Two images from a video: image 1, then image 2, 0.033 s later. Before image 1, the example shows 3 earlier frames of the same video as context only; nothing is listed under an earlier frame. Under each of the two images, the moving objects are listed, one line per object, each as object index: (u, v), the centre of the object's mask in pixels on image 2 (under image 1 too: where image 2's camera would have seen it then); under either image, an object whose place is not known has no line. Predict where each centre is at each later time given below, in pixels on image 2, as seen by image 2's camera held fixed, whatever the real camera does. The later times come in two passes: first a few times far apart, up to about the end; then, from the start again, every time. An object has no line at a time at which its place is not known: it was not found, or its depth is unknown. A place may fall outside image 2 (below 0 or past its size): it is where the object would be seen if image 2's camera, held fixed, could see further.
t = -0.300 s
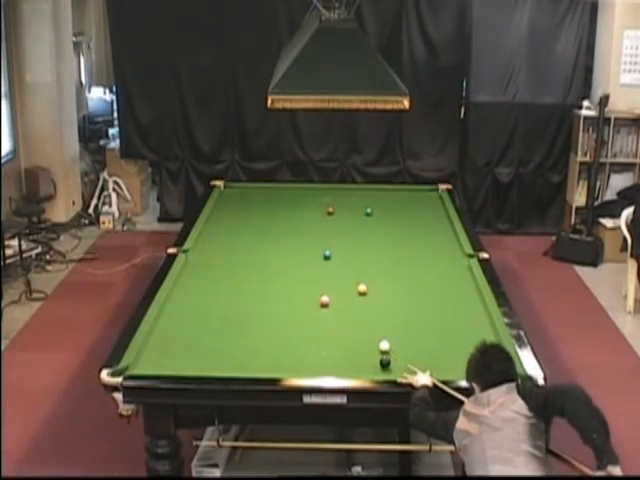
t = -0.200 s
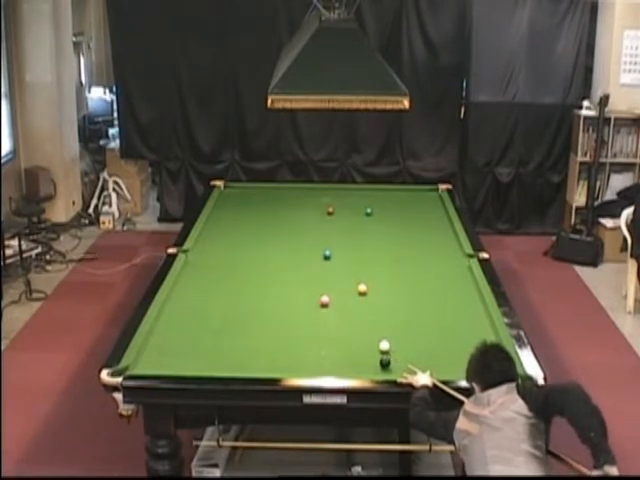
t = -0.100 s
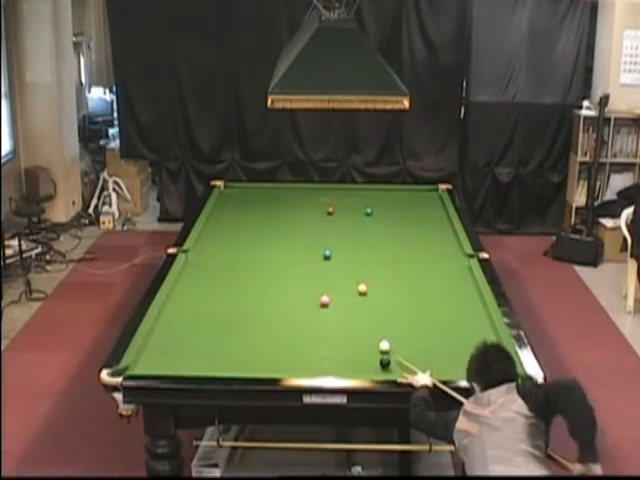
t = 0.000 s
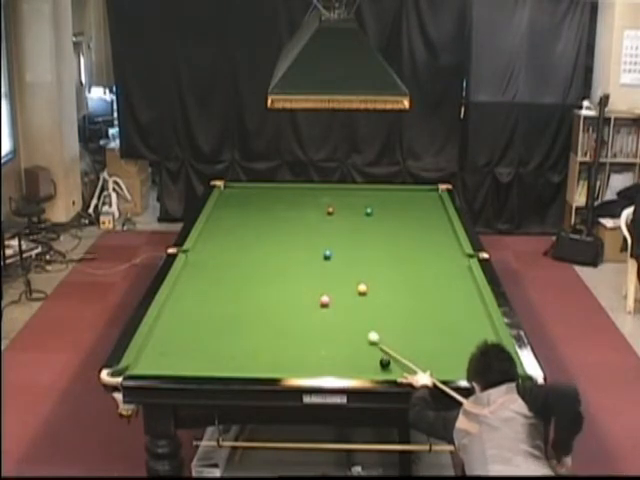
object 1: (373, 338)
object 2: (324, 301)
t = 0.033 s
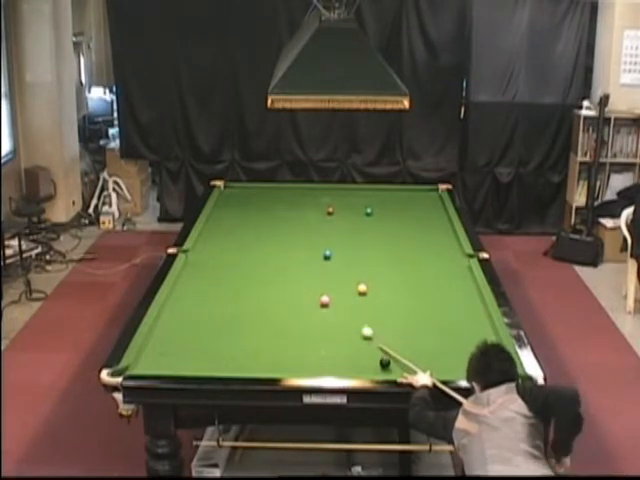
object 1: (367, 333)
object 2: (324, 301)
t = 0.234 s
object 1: (337, 307)
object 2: (324, 301)
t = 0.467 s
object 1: (341, 299)
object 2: (298, 292)
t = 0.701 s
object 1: (351, 295)
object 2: (273, 283)
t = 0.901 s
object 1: (359, 293)
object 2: (252, 276)
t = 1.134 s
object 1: (366, 292)
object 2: (230, 268)
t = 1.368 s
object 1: (373, 291)
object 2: (209, 260)
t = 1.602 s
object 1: (378, 291)
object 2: (191, 253)
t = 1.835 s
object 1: (382, 291)
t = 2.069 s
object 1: (385, 291)
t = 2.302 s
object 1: (387, 291)
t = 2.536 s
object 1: (389, 291)
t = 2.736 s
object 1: (390, 290)
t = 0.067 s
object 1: (361, 328)
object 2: (324, 301)
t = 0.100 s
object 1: (356, 323)
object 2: (324, 301)
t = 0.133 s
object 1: (350, 318)
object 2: (324, 301)
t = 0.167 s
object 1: (346, 314)
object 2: (324, 301)
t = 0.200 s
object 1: (341, 310)
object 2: (324, 301)
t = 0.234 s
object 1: (337, 307)
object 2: (324, 301)
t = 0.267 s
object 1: (333, 304)
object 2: (324, 301)
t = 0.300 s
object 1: (333, 302)
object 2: (321, 300)
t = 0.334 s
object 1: (335, 301)
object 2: (316, 298)
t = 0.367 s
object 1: (336, 300)
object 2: (311, 296)
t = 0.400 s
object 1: (338, 300)
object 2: (307, 295)
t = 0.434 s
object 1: (339, 299)
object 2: (302, 294)
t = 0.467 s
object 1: (341, 299)
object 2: (298, 292)
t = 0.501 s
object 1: (342, 298)
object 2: (294, 291)
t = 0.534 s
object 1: (344, 298)
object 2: (291, 289)
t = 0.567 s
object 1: (345, 297)
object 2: (287, 288)
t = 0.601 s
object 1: (347, 296)
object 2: (284, 287)
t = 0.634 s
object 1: (348, 296)
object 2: (280, 286)
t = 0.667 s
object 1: (349, 296)
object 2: (276, 284)
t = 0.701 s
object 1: (351, 295)
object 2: (273, 283)
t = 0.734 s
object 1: (352, 295)
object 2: (269, 281)
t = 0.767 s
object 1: (354, 294)
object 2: (265, 281)
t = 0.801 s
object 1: (355, 293)
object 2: (262, 279)
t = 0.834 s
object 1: (356, 293)
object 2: (259, 278)
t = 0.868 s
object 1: (357, 293)
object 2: (255, 277)
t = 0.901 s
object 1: (359, 293)
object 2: (252, 276)
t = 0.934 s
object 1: (360, 292)
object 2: (249, 275)
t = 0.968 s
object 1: (361, 291)
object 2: (245, 273)
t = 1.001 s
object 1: (362, 292)
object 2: (242, 272)
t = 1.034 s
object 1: (363, 291)
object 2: (239, 271)
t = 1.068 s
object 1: (364, 292)
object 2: (236, 270)
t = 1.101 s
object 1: (365, 292)
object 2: (233, 269)
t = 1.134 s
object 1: (366, 292)
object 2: (230, 268)
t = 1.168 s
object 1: (367, 292)
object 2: (227, 267)
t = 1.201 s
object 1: (368, 292)
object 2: (224, 265)
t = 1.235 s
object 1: (369, 292)
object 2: (221, 264)
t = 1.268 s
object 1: (370, 292)
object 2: (218, 263)
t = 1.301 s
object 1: (371, 291)
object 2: (215, 262)
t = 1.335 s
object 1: (372, 291)
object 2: (212, 261)
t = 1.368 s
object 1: (373, 291)
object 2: (209, 260)
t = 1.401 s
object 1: (373, 291)
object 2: (206, 259)
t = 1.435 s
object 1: (374, 291)
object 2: (204, 258)
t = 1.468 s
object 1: (375, 291)
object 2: (201, 257)
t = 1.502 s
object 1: (375, 291)
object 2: (198, 256)
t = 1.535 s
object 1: (376, 291)
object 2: (196, 255)
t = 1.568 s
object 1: (377, 291)
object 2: (192, 254)
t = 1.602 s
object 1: (378, 291)
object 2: (191, 253)
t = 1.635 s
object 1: (378, 291)
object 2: (188, 252)
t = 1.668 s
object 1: (379, 291)
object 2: (186, 251)
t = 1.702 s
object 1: (379, 291)
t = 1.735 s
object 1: (380, 291)
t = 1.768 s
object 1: (381, 291)
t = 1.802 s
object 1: (382, 291)
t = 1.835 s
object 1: (382, 291)
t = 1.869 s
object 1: (382, 291)
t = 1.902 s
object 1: (383, 291)
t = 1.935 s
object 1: (383, 291)
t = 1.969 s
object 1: (384, 291)
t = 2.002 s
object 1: (384, 291)
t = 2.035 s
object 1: (385, 291)
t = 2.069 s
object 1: (385, 291)
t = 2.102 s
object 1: (385, 291)
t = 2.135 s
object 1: (386, 290)
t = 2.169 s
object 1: (386, 290)
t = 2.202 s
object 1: (387, 291)
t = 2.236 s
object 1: (387, 291)
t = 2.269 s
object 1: (387, 291)
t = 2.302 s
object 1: (387, 291)
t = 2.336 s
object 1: (388, 291)
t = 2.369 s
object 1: (388, 291)
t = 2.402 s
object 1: (388, 291)
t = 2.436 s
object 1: (388, 291)
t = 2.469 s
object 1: (389, 290)
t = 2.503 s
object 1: (389, 290)
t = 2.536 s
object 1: (389, 291)
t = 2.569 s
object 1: (389, 290)
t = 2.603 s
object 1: (389, 290)
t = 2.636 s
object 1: (389, 290)
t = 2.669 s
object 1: (389, 290)
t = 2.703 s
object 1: (389, 290)
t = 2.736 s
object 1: (390, 290)
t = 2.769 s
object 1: (390, 290)
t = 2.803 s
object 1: (390, 290)
